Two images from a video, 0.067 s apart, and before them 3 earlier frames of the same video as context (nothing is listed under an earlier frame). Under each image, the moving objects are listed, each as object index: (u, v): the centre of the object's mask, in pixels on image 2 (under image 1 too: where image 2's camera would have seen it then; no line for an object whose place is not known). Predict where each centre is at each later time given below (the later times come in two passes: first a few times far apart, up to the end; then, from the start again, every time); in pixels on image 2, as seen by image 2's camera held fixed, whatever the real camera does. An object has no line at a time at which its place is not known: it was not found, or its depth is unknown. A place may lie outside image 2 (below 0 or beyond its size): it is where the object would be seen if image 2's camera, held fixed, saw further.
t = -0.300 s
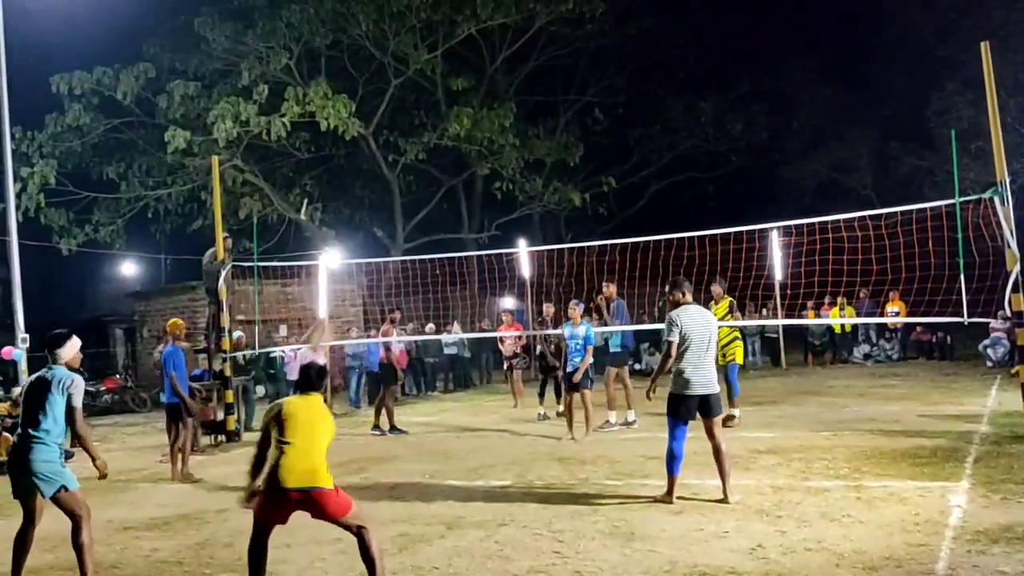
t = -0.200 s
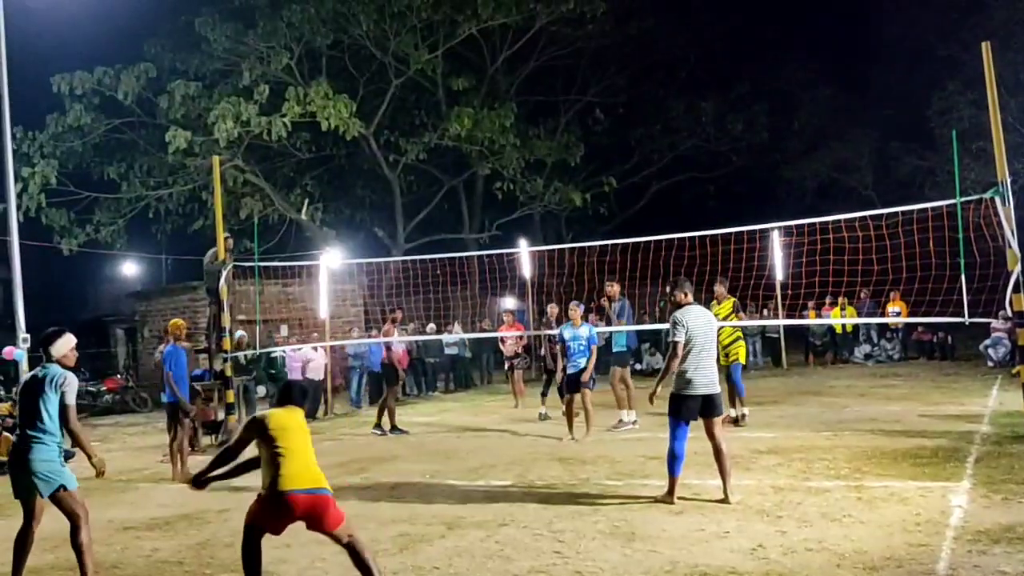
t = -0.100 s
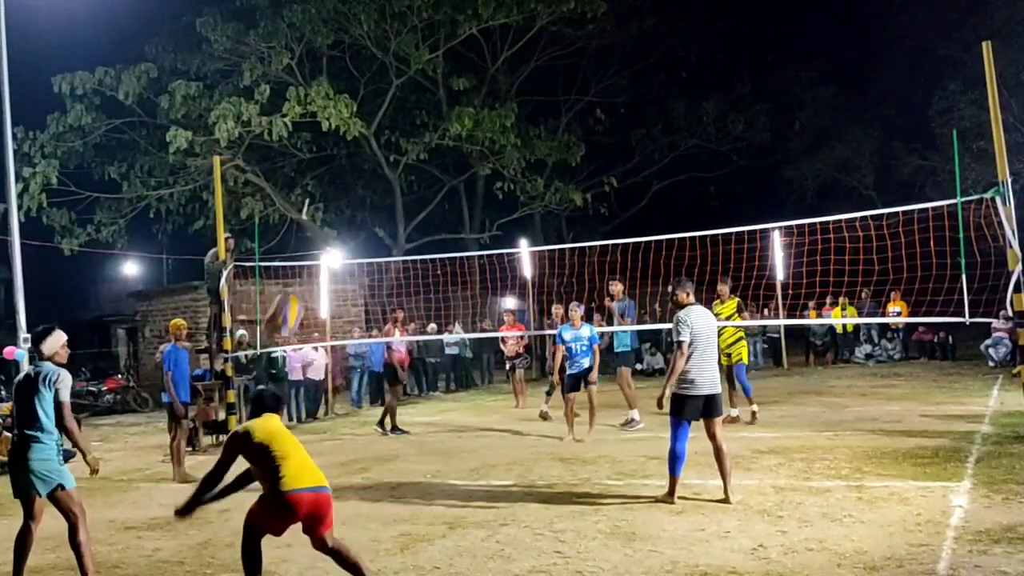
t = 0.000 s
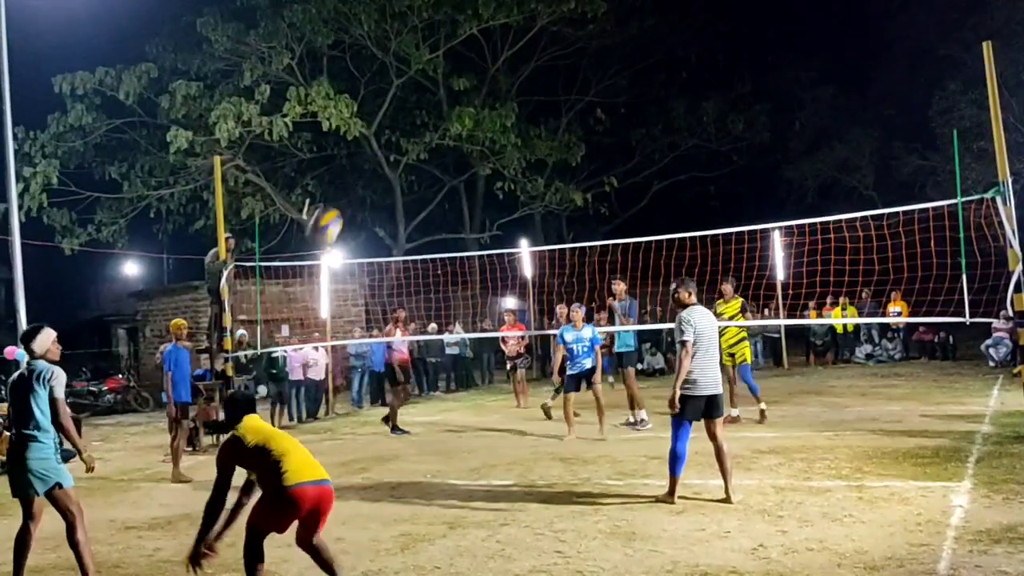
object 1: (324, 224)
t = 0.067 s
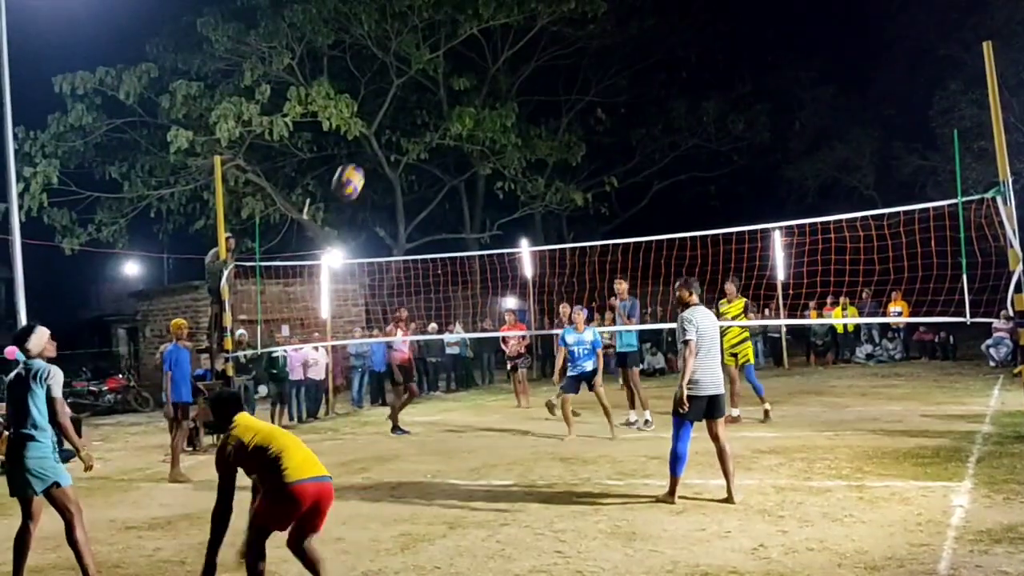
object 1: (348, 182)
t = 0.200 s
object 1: (390, 117)
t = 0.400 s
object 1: (443, 70)
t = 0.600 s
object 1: (489, 68)
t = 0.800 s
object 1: (528, 98)
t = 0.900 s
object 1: (546, 123)
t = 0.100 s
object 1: (359, 161)
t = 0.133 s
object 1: (370, 145)
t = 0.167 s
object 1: (381, 130)
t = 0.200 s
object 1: (390, 117)
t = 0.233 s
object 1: (399, 105)
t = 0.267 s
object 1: (409, 95)
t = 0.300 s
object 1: (418, 87)
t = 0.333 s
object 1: (427, 80)
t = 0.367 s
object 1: (435, 75)
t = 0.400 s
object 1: (443, 70)
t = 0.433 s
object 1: (451, 68)
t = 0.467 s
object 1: (459, 66)
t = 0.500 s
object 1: (467, 65)
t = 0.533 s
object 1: (475, 65)
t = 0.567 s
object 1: (482, 66)
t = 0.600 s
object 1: (489, 68)
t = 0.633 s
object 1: (496, 71)
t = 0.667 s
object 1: (502, 75)
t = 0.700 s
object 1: (509, 80)
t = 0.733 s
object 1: (516, 85)
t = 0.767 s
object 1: (522, 91)
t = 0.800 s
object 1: (528, 98)
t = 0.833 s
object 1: (534, 106)
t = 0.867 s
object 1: (540, 113)
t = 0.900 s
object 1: (546, 123)
